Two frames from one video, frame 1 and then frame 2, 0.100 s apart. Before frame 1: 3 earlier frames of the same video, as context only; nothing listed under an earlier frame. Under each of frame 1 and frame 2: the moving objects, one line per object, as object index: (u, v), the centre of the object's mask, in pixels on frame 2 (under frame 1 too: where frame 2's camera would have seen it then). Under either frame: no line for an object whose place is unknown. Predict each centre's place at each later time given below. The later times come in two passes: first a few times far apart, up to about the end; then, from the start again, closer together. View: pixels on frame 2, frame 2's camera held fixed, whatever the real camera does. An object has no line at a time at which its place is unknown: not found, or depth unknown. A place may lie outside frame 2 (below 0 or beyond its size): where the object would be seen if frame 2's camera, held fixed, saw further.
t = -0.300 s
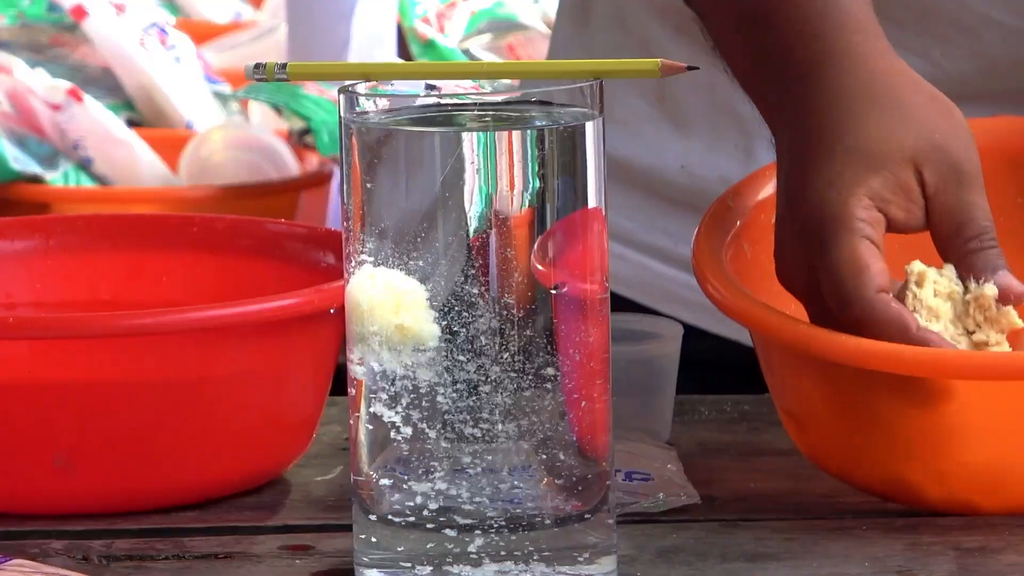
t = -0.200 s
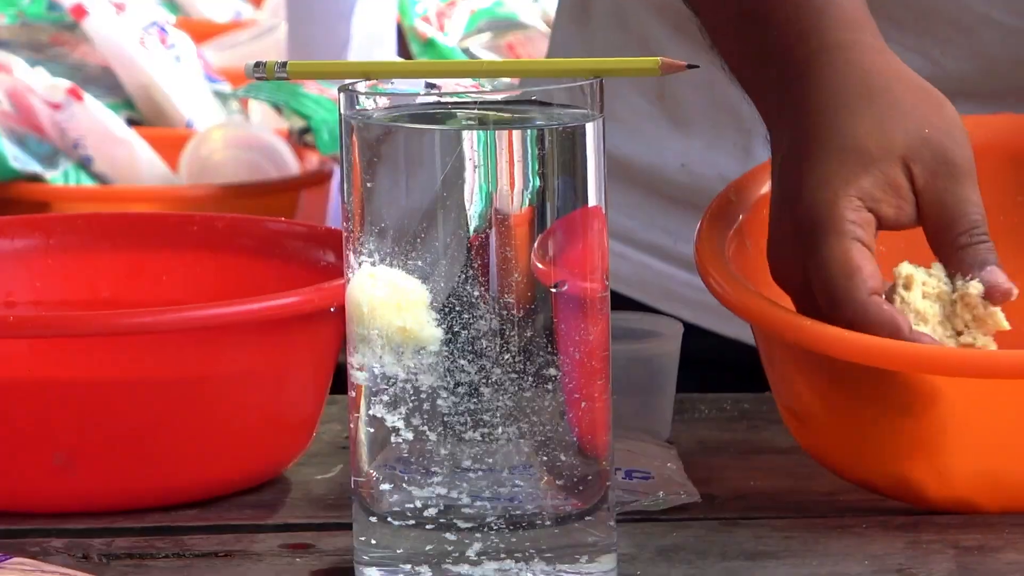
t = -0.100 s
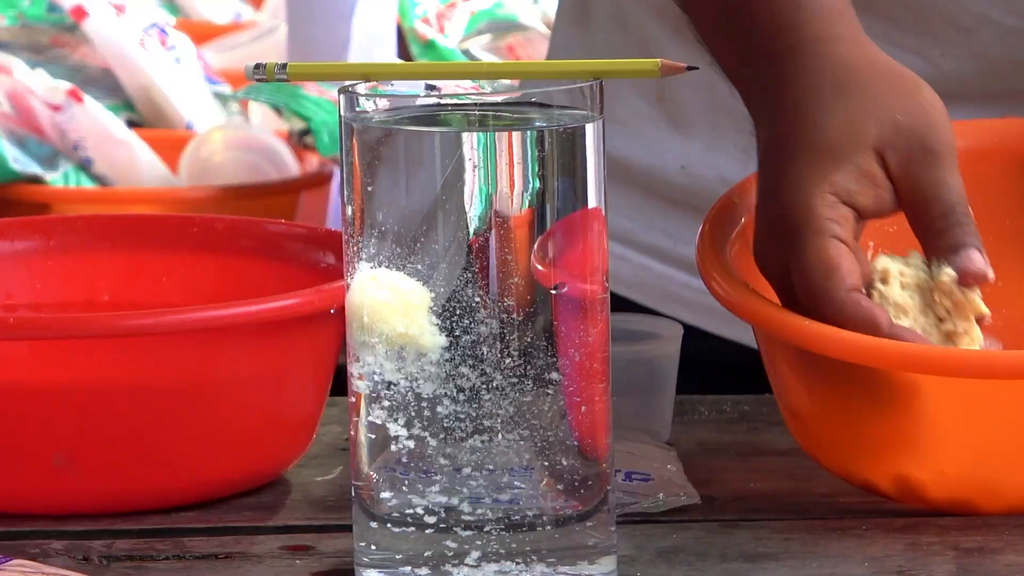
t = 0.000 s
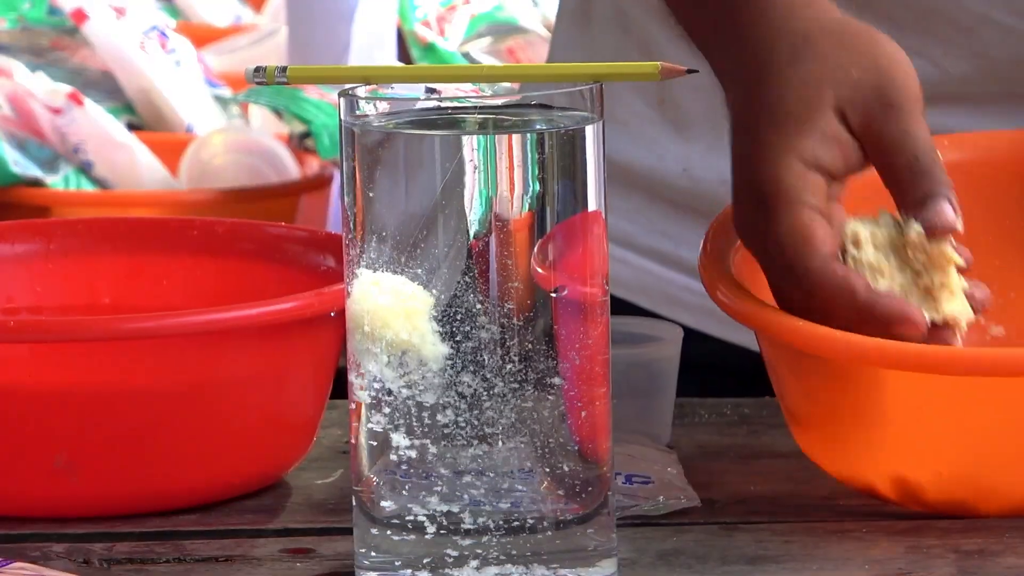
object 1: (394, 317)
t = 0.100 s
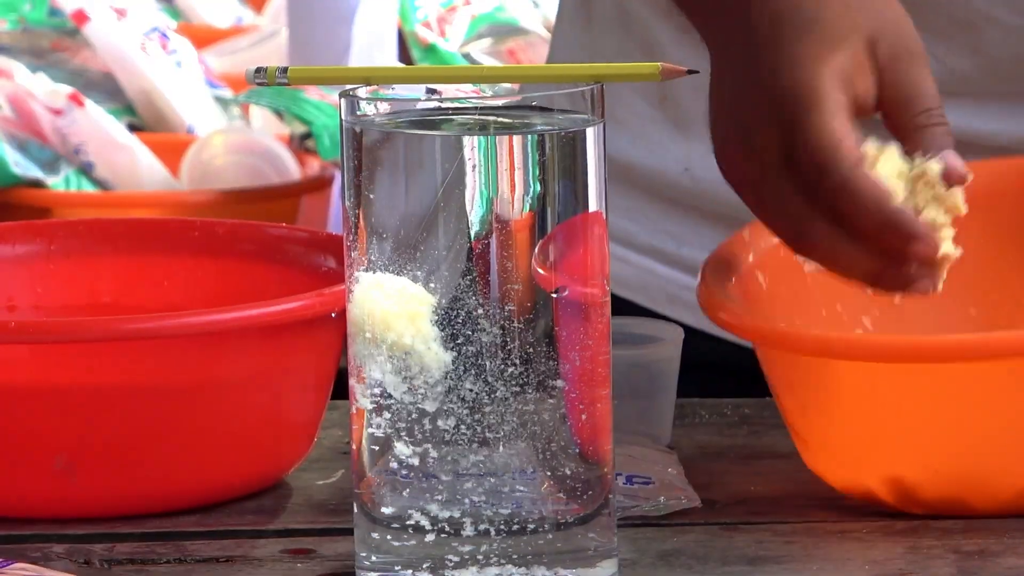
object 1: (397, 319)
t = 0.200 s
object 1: (399, 320)
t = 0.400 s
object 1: (396, 316)
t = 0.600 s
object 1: (397, 316)
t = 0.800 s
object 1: (400, 316)
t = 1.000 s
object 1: (403, 318)
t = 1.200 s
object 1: (405, 322)
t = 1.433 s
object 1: (408, 323)
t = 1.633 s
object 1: (412, 323)
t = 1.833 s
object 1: (414, 327)
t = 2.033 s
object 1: (421, 325)
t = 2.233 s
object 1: (426, 326)
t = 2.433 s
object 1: (429, 329)
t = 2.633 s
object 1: (432, 333)
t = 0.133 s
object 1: (398, 319)
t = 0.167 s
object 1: (398, 319)
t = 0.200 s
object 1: (399, 320)
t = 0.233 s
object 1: (399, 322)
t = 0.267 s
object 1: (399, 322)
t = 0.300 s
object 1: (401, 324)
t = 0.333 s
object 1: (400, 322)
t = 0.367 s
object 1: (401, 323)
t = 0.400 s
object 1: (396, 316)
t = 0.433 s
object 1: (395, 315)
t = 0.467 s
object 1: (396, 315)
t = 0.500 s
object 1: (396, 316)
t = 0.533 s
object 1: (396, 316)
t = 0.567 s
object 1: (397, 316)
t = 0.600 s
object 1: (397, 316)
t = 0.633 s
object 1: (398, 316)
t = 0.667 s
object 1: (398, 316)
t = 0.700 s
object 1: (399, 316)
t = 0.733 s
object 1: (399, 317)
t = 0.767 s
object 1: (400, 317)
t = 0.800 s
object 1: (400, 316)
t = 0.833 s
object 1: (401, 316)
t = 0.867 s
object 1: (401, 316)
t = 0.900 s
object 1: (402, 317)
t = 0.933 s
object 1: (402, 317)
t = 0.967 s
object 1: (403, 317)
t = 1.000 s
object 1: (403, 318)
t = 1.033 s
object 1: (405, 317)
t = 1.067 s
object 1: (405, 317)
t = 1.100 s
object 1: (405, 318)
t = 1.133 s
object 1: (404, 322)
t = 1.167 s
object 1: (406, 319)
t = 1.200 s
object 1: (405, 322)
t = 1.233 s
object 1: (405, 323)
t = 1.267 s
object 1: (406, 323)
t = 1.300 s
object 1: (407, 323)
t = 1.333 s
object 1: (407, 324)
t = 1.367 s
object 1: (408, 324)
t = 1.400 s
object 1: (408, 320)
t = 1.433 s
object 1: (408, 323)
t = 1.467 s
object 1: (409, 321)
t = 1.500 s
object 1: (410, 321)
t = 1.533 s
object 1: (411, 322)
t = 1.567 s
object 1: (410, 325)
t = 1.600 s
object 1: (410, 325)
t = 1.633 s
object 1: (412, 323)
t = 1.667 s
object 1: (412, 323)
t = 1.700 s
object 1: (413, 324)
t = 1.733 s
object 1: (413, 327)
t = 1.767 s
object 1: (414, 324)
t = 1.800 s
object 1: (414, 327)
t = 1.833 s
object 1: (414, 327)
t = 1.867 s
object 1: (414, 327)
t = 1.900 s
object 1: (415, 327)
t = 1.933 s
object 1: (415, 327)
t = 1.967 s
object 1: (415, 327)
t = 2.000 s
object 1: (420, 325)
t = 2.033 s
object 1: (421, 325)
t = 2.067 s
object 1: (421, 325)
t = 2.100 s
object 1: (423, 326)
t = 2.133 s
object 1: (423, 326)
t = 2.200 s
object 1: (425, 327)
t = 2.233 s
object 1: (426, 326)
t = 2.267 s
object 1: (426, 326)
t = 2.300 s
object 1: (427, 327)
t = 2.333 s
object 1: (427, 329)
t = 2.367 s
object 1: (427, 330)
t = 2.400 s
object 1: (428, 331)
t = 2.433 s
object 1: (429, 329)
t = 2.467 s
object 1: (429, 329)
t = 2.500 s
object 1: (430, 329)
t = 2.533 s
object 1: (431, 330)
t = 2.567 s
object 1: (431, 330)
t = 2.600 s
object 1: (431, 332)
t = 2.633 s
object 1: (432, 333)
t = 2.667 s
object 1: (432, 333)
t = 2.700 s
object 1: (433, 334)
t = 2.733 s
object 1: (434, 335)
